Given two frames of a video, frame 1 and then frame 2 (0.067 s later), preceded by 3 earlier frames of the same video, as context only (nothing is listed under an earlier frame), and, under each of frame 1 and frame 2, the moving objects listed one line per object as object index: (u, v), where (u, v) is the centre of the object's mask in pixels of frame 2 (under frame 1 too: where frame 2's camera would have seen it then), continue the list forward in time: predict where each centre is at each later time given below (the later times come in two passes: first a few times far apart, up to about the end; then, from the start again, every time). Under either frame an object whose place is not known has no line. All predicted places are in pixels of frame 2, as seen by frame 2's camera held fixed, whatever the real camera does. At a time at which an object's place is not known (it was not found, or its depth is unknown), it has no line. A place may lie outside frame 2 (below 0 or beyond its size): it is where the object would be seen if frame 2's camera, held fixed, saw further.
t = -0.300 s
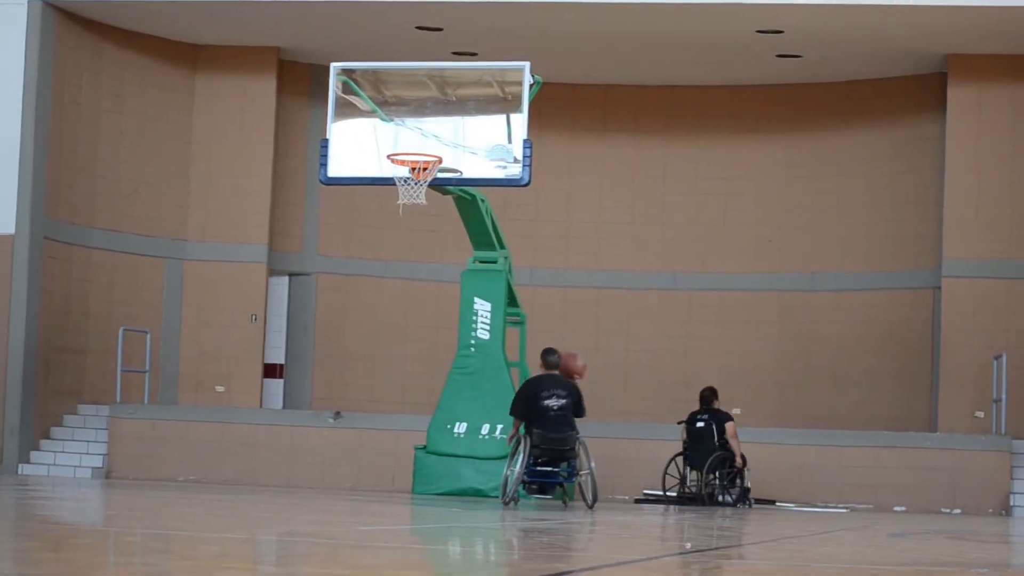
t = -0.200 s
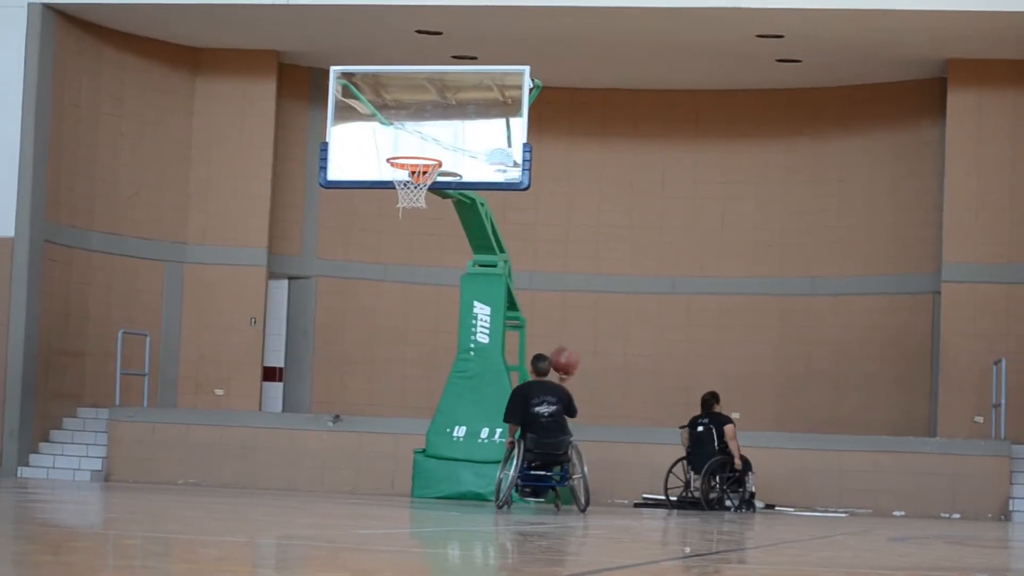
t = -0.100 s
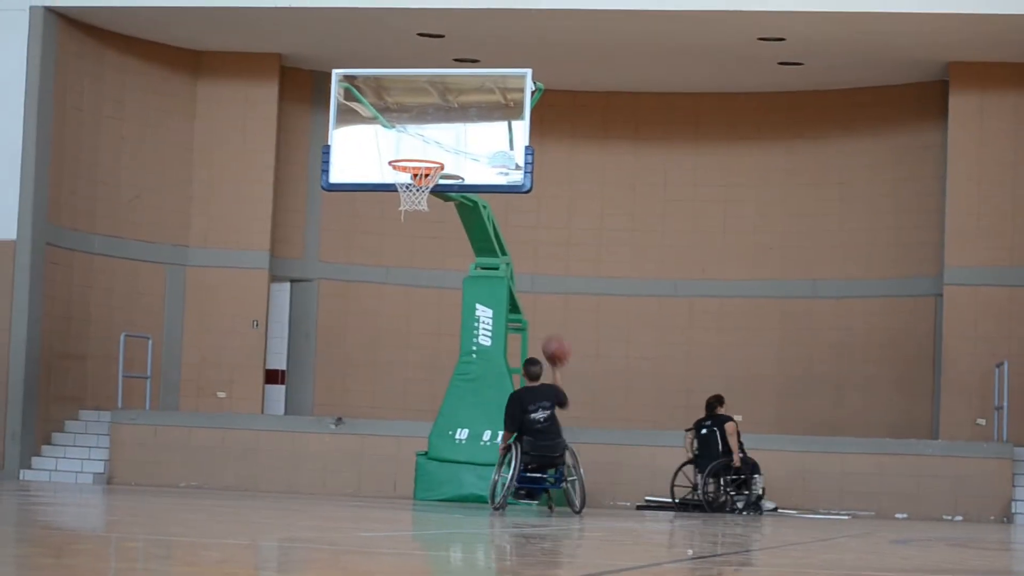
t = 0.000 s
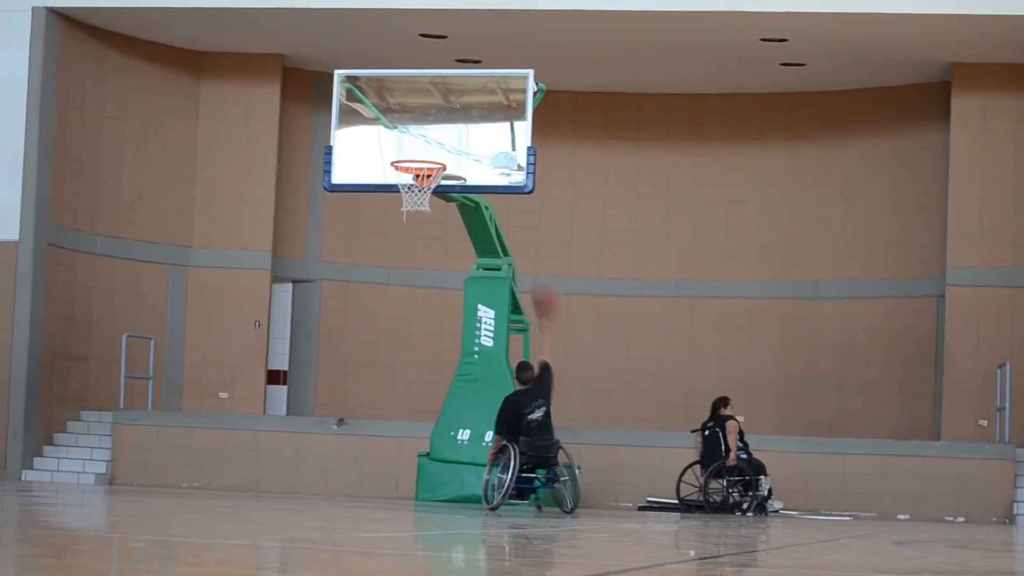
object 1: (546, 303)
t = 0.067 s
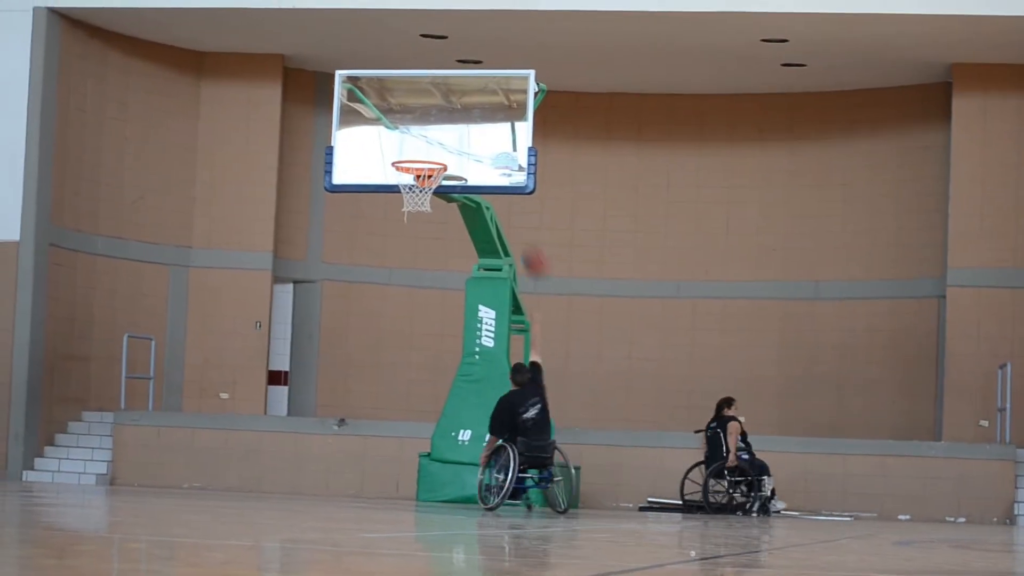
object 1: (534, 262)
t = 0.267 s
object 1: (504, 167)
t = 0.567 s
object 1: (459, 124)
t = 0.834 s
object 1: (407, 165)
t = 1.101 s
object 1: (412, 253)
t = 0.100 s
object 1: (530, 244)
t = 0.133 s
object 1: (524, 226)
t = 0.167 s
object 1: (519, 212)
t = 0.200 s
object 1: (515, 197)
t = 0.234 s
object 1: (511, 184)
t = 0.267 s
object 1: (504, 167)
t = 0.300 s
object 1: (502, 161)
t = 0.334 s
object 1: (495, 152)
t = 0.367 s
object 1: (489, 144)
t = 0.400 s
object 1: (484, 137)
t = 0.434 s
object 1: (478, 132)
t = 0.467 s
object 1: (473, 128)
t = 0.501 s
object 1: (468, 126)
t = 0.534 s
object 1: (463, 124)
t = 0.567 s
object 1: (459, 124)
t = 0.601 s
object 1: (451, 125)
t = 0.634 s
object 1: (445, 127)
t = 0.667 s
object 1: (439, 130)
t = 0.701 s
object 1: (432, 134)
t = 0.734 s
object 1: (426, 140)
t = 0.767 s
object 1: (420, 147)
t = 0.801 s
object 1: (413, 153)
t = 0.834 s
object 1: (407, 165)
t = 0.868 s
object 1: (405, 176)
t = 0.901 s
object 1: (403, 184)
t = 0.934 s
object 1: (407, 196)
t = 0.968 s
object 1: (408, 205)
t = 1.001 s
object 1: (409, 215)
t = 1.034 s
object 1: (410, 227)
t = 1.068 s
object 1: (411, 239)
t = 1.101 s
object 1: (412, 253)
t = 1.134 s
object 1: (413, 268)
